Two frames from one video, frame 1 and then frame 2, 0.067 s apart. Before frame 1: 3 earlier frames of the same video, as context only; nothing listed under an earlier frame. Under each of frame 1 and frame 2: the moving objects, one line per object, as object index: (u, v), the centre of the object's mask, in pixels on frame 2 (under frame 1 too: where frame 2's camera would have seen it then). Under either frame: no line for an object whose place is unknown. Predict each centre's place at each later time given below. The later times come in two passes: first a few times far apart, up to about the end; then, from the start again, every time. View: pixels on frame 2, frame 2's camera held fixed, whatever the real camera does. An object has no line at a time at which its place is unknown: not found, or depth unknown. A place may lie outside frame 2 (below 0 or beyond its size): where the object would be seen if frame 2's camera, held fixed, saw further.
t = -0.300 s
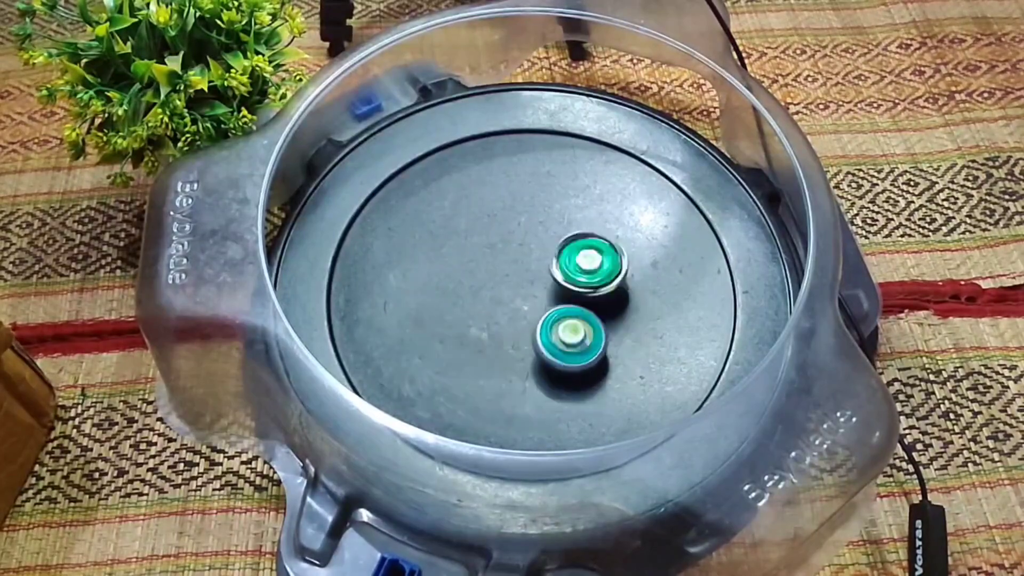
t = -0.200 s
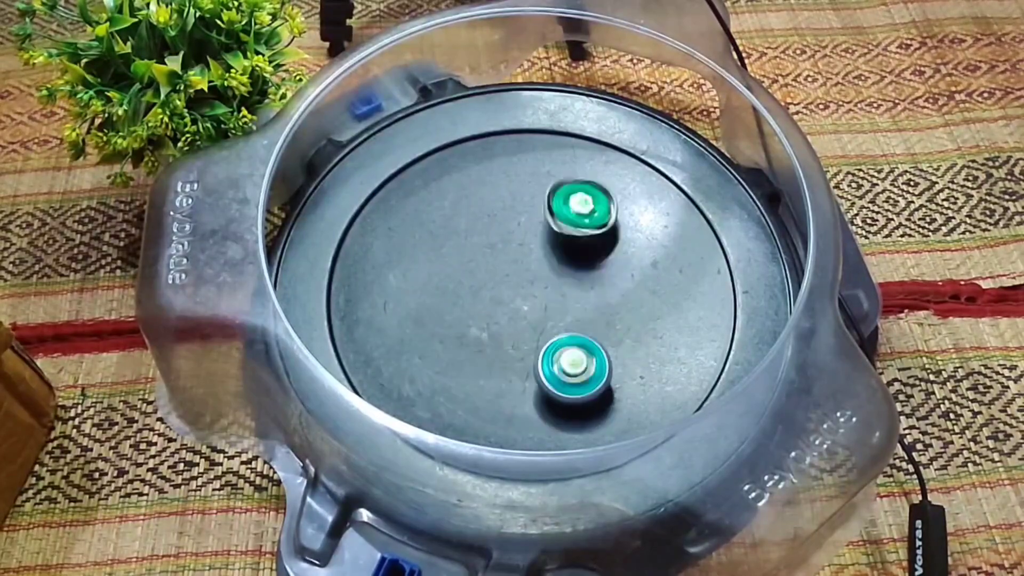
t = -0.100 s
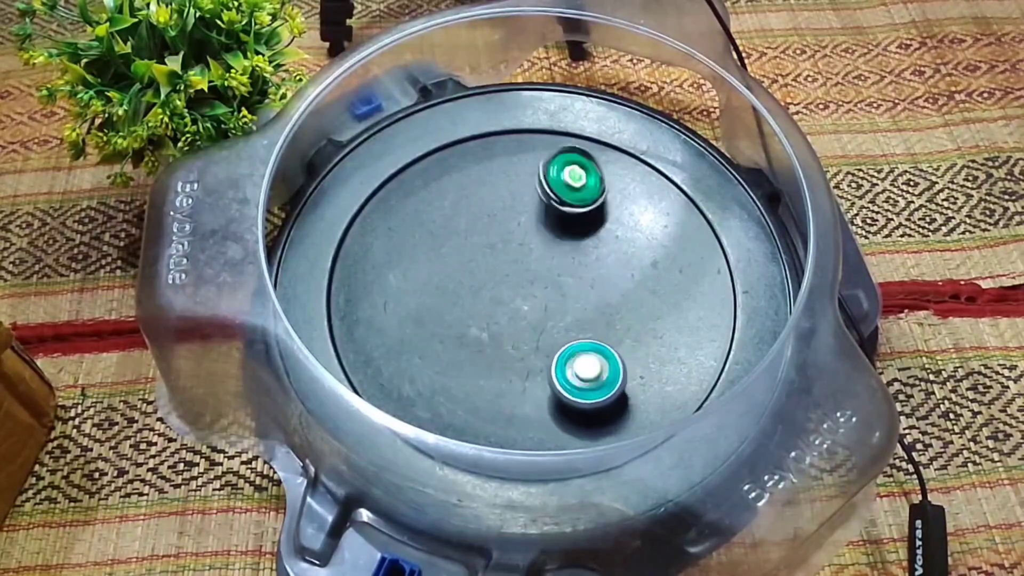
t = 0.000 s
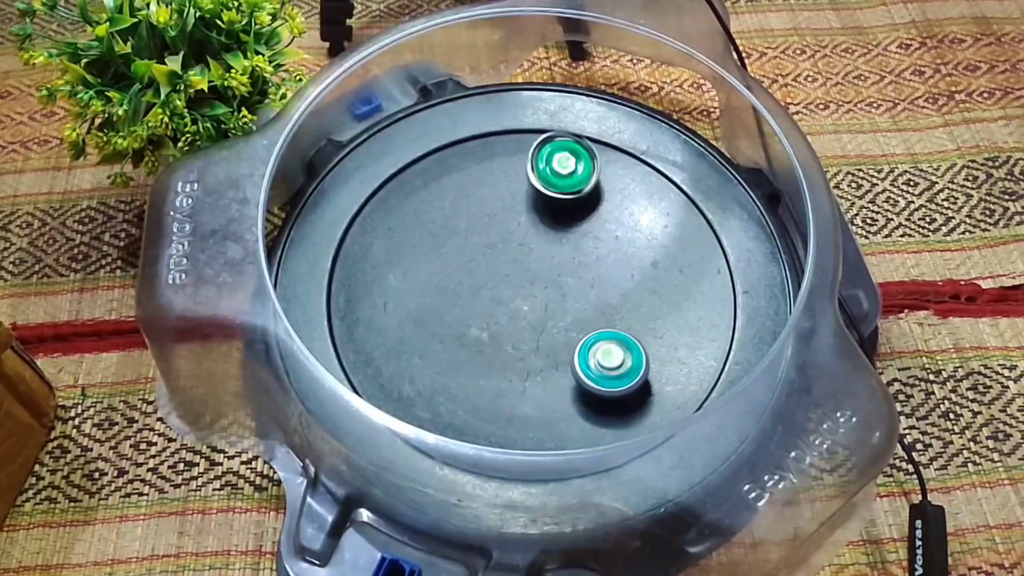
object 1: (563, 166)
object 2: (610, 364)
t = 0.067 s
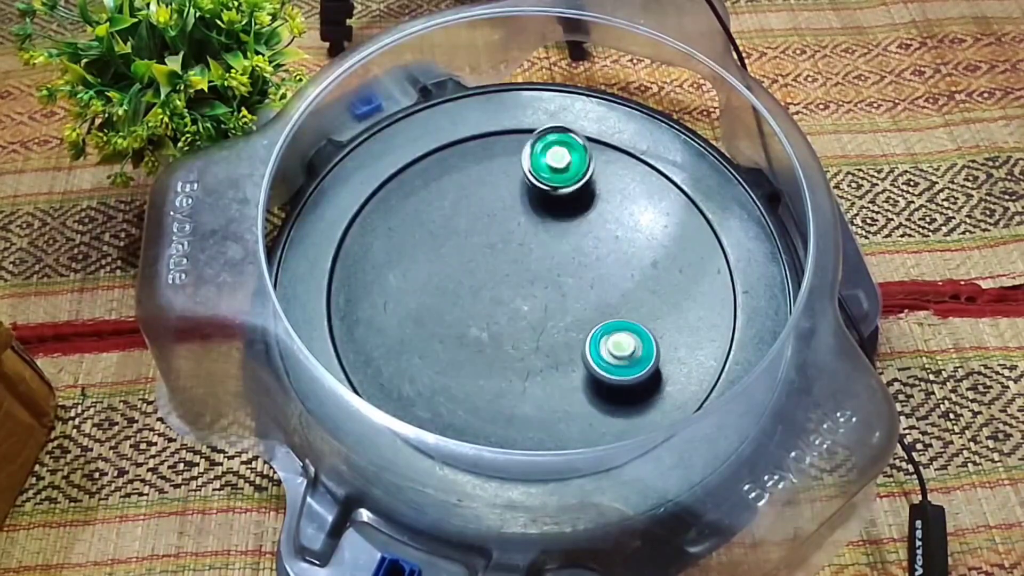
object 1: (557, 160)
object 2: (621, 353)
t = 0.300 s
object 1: (538, 196)
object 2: (621, 305)
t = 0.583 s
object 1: (476, 247)
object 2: (582, 276)
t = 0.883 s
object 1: (420, 324)
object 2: (551, 285)
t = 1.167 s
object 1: (507, 357)
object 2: (545, 285)
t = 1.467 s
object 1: (503, 332)
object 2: (529, 284)
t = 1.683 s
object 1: (489, 333)
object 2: (534, 274)
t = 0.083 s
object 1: (555, 159)
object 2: (623, 349)
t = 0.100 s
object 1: (554, 159)
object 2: (624, 346)
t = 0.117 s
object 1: (554, 159)
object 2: (626, 343)
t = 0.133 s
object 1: (552, 162)
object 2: (627, 340)
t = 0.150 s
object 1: (550, 164)
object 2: (628, 336)
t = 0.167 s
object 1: (549, 167)
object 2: (628, 333)
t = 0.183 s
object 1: (547, 170)
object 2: (629, 330)
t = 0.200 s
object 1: (546, 173)
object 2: (628, 326)
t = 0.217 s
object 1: (544, 177)
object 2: (628, 322)
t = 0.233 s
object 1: (543, 181)
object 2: (627, 319)
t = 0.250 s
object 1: (541, 184)
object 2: (626, 315)
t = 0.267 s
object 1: (539, 188)
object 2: (625, 312)
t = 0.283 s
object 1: (538, 191)
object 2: (623, 309)
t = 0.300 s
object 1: (538, 196)
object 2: (621, 305)
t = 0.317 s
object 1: (535, 199)
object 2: (619, 302)
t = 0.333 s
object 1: (533, 203)
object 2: (617, 299)
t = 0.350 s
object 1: (532, 205)
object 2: (615, 296)
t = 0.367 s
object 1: (530, 210)
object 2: (612, 293)
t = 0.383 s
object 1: (528, 214)
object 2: (609, 290)
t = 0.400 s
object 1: (525, 218)
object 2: (606, 287)
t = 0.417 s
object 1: (523, 221)
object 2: (602, 285)
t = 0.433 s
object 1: (522, 224)
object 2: (598, 282)
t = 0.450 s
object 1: (519, 228)
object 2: (595, 280)
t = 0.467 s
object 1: (517, 234)
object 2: (591, 278)
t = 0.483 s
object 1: (514, 239)
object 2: (587, 275)
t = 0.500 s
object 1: (511, 243)
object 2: (583, 274)
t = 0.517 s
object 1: (509, 249)
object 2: (579, 272)
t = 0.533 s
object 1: (507, 255)
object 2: (575, 270)
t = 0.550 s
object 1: (504, 259)
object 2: (572, 269)
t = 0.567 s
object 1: (490, 253)
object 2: (577, 272)
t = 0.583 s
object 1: (476, 247)
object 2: (582, 276)
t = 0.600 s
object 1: (464, 246)
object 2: (585, 279)
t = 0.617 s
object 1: (450, 246)
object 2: (587, 282)
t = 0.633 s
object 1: (438, 248)
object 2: (587, 283)
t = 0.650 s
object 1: (424, 254)
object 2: (586, 284)
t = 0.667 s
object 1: (413, 260)
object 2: (585, 284)
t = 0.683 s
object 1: (402, 263)
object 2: (583, 284)
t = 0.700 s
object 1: (397, 267)
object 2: (580, 283)
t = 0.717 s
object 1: (394, 267)
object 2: (578, 283)
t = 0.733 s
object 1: (391, 269)
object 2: (575, 282)
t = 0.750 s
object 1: (389, 276)
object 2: (573, 282)
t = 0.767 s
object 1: (387, 285)
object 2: (570, 282)
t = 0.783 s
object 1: (389, 291)
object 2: (567, 282)
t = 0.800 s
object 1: (391, 296)
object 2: (564, 282)
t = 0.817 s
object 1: (394, 303)
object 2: (562, 283)
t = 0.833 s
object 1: (400, 308)
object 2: (559, 283)
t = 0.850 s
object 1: (406, 313)
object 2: (557, 284)
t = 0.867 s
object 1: (413, 319)
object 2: (554, 285)
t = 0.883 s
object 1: (420, 324)
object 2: (551, 285)
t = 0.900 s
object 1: (428, 327)
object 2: (549, 286)
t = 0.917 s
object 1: (437, 331)
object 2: (546, 288)
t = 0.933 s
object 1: (447, 335)
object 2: (544, 289)
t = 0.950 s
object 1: (458, 338)
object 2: (541, 290)
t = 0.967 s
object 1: (469, 340)
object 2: (539, 292)
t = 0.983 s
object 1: (481, 338)
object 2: (537, 293)
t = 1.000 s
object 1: (485, 342)
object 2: (540, 292)
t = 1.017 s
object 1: (489, 346)
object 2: (543, 291)
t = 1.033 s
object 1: (493, 350)
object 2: (545, 291)
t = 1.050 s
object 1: (497, 352)
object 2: (546, 290)
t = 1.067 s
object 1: (501, 352)
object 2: (545, 290)
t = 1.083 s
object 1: (504, 352)
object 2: (545, 291)
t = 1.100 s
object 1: (507, 351)
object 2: (544, 290)
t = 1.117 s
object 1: (510, 352)
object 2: (543, 291)
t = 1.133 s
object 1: (509, 354)
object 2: (544, 289)
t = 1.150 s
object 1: (508, 356)
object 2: (545, 286)
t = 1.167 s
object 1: (507, 357)
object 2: (545, 285)
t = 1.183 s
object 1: (506, 358)
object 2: (545, 284)
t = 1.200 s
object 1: (506, 358)
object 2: (544, 283)
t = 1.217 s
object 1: (506, 358)
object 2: (543, 282)
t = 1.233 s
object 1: (506, 358)
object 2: (543, 281)
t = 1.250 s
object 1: (506, 358)
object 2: (542, 280)
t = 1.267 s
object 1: (506, 358)
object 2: (541, 280)
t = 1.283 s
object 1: (507, 357)
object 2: (540, 279)
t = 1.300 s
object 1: (508, 355)
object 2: (539, 279)
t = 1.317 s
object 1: (508, 354)
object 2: (538, 279)
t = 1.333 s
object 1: (509, 352)
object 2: (537, 279)
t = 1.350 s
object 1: (509, 350)
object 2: (536, 279)
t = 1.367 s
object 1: (509, 347)
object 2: (535, 279)
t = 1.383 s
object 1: (509, 345)
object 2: (534, 280)
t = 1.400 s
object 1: (508, 343)
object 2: (532, 280)
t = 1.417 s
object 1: (507, 340)
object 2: (532, 281)
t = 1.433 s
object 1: (506, 337)
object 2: (531, 282)
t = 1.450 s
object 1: (504, 335)
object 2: (530, 283)
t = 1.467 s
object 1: (503, 332)
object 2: (529, 284)
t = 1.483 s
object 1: (501, 332)
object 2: (529, 283)
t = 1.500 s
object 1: (498, 331)
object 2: (531, 281)
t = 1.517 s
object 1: (496, 332)
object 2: (532, 280)
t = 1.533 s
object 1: (494, 334)
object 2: (532, 280)
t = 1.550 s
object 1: (493, 334)
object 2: (532, 279)
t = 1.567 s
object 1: (492, 334)
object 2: (533, 278)
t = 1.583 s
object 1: (491, 333)
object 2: (533, 277)
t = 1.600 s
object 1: (491, 333)
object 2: (533, 277)
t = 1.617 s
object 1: (490, 333)
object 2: (534, 276)
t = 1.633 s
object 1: (490, 333)
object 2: (534, 275)
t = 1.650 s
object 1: (489, 333)
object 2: (534, 275)
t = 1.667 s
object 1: (489, 333)
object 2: (534, 274)
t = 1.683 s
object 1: (489, 333)
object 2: (534, 274)
